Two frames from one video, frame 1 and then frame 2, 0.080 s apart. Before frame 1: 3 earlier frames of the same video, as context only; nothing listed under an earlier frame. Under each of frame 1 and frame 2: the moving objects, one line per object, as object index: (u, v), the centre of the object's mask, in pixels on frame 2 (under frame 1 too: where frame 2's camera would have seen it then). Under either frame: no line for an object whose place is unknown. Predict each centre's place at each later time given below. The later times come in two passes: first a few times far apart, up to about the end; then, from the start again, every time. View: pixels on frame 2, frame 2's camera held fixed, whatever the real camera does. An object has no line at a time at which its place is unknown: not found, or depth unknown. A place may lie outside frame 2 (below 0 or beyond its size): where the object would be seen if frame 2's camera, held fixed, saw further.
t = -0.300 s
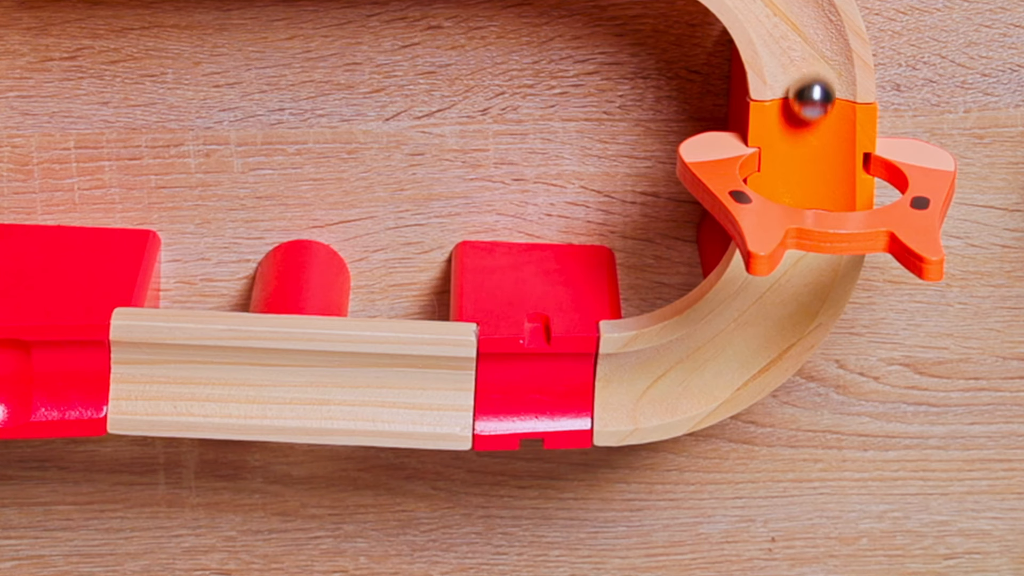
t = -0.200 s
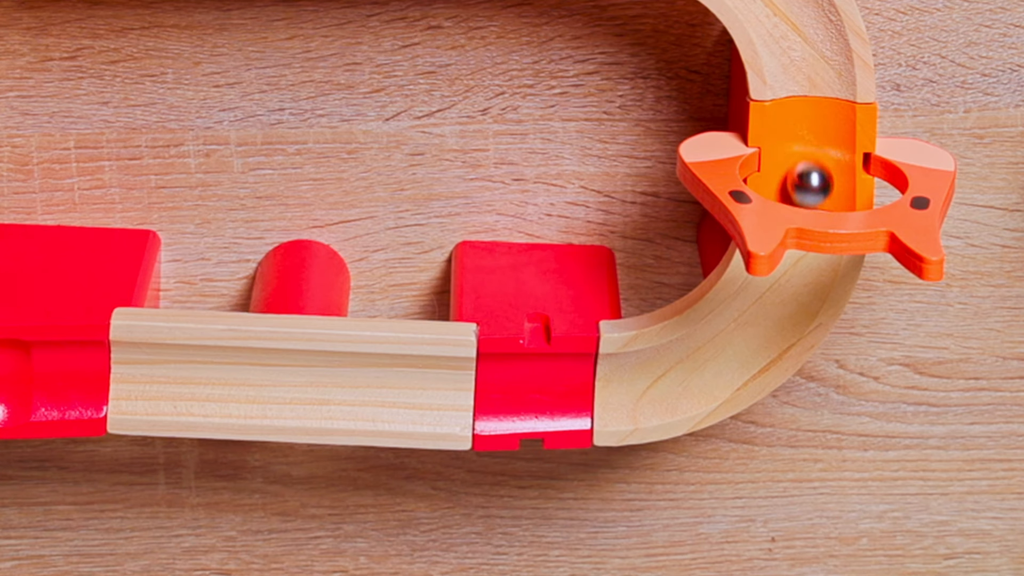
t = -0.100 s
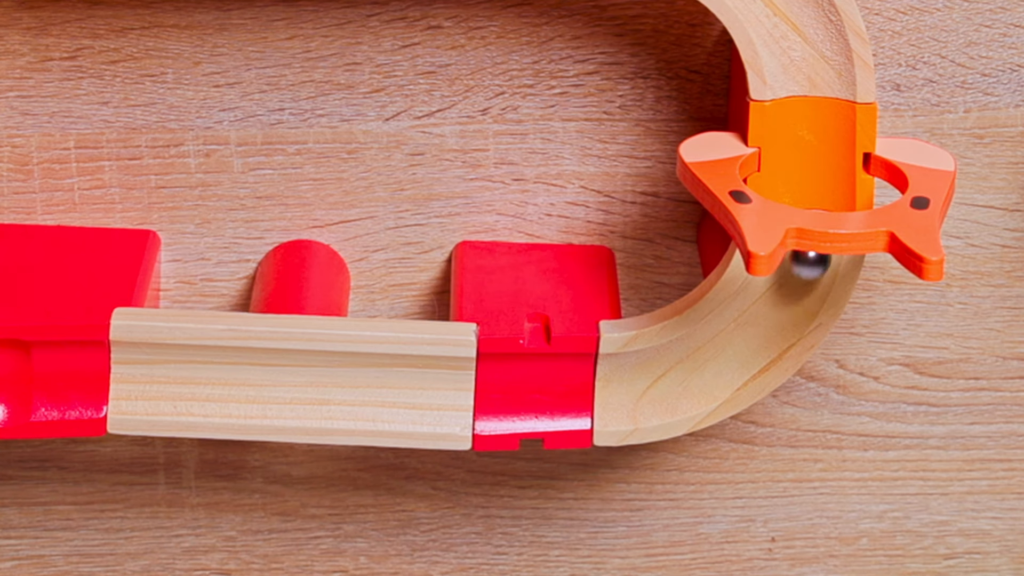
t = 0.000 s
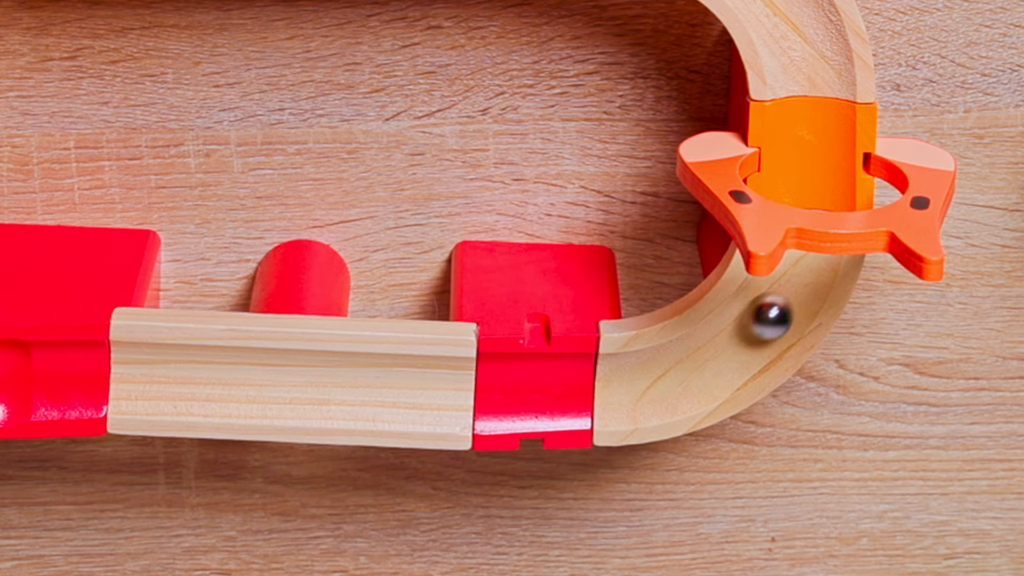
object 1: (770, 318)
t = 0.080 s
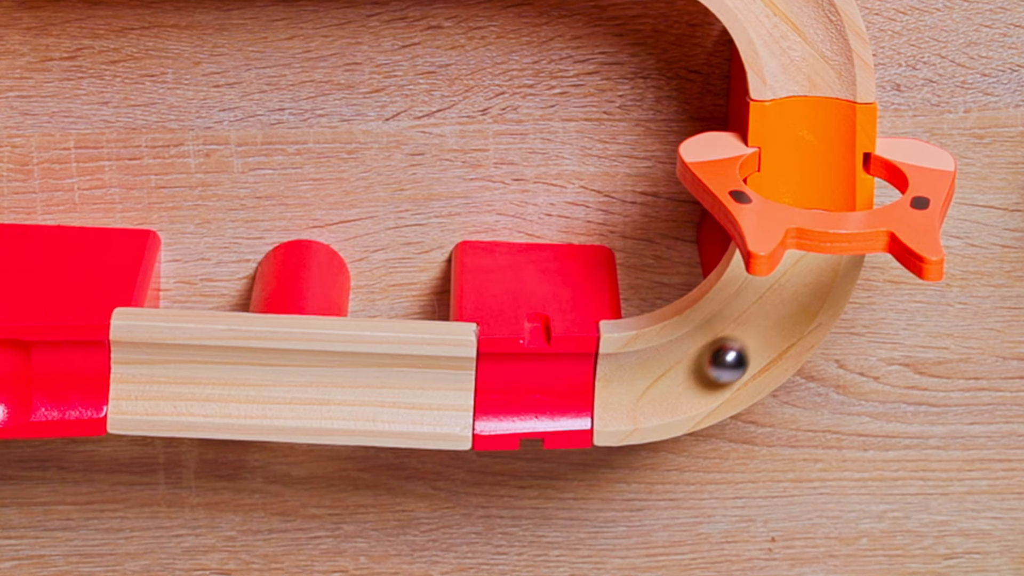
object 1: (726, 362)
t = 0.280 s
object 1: (579, 392)
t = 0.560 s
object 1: (393, 397)
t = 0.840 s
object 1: (209, 398)
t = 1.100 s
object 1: (39, 404)
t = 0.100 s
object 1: (713, 374)
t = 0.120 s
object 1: (703, 384)
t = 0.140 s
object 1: (691, 391)
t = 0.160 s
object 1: (676, 396)
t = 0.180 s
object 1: (661, 398)
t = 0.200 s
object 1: (645, 398)
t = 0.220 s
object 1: (629, 396)
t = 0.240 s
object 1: (613, 394)
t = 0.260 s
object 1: (597, 392)
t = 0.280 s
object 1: (579, 392)
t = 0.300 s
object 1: (564, 394)
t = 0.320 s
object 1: (547, 396)
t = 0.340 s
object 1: (531, 398)
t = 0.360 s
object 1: (515, 400)
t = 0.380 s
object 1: (500, 402)
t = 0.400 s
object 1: (487, 403)
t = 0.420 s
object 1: (474, 404)
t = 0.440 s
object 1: (464, 403)
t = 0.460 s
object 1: (453, 400)
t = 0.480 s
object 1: (442, 397)
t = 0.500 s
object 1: (430, 395)
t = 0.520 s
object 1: (417, 394)
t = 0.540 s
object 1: (406, 395)
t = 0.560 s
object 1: (393, 397)
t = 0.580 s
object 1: (380, 400)
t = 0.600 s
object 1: (366, 401)
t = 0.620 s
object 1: (355, 401)
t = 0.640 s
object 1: (341, 399)
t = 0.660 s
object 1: (330, 395)
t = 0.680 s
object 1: (317, 391)
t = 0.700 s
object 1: (305, 388)
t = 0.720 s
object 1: (291, 386)
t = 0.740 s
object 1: (278, 385)
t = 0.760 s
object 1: (264, 386)
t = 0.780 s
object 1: (250, 388)
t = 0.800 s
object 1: (236, 392)
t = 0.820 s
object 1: (223, 396)
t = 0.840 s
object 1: (209, 398)
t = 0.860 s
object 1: (195, 397)
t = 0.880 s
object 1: (181, 393)
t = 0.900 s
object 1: (167, 387)
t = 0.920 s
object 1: (153, 380)
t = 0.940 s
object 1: (138, 376)
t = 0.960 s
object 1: (125, 372)
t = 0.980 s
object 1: (111, 373)
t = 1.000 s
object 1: (96, 379)
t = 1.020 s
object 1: (84, 387)
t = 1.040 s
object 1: (70, 396)
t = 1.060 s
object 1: (58, 402)
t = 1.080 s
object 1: (48, 406)
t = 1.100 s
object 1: (39, 404)
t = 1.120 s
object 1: (30, 399)
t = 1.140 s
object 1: (24, 388)
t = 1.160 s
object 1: (18, 377)
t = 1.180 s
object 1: (9, 389)
